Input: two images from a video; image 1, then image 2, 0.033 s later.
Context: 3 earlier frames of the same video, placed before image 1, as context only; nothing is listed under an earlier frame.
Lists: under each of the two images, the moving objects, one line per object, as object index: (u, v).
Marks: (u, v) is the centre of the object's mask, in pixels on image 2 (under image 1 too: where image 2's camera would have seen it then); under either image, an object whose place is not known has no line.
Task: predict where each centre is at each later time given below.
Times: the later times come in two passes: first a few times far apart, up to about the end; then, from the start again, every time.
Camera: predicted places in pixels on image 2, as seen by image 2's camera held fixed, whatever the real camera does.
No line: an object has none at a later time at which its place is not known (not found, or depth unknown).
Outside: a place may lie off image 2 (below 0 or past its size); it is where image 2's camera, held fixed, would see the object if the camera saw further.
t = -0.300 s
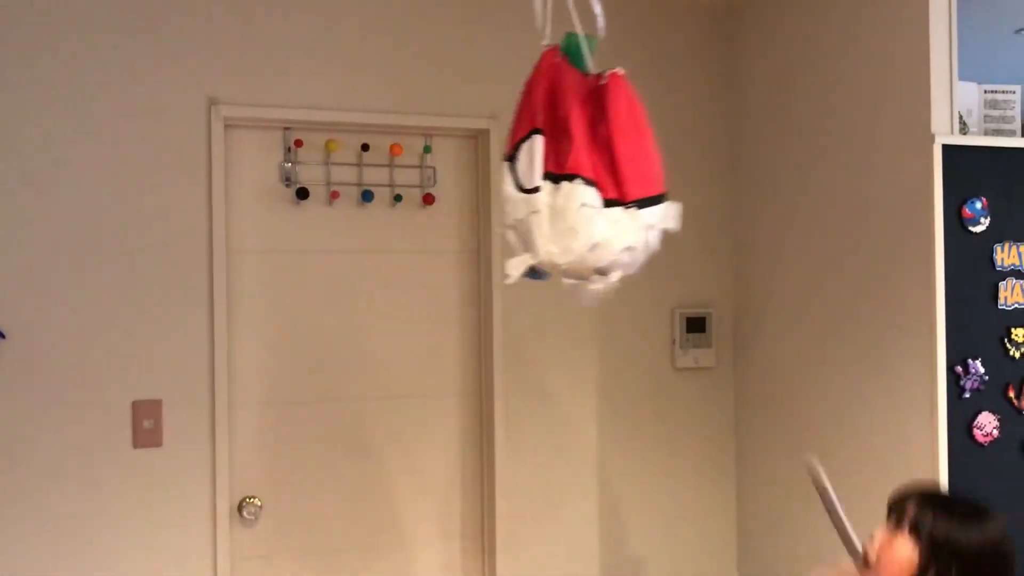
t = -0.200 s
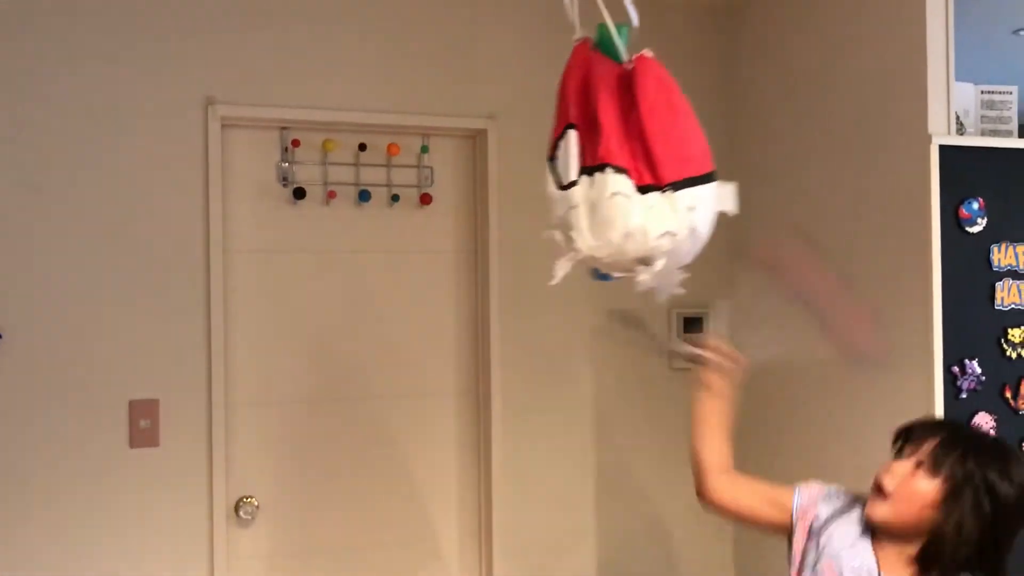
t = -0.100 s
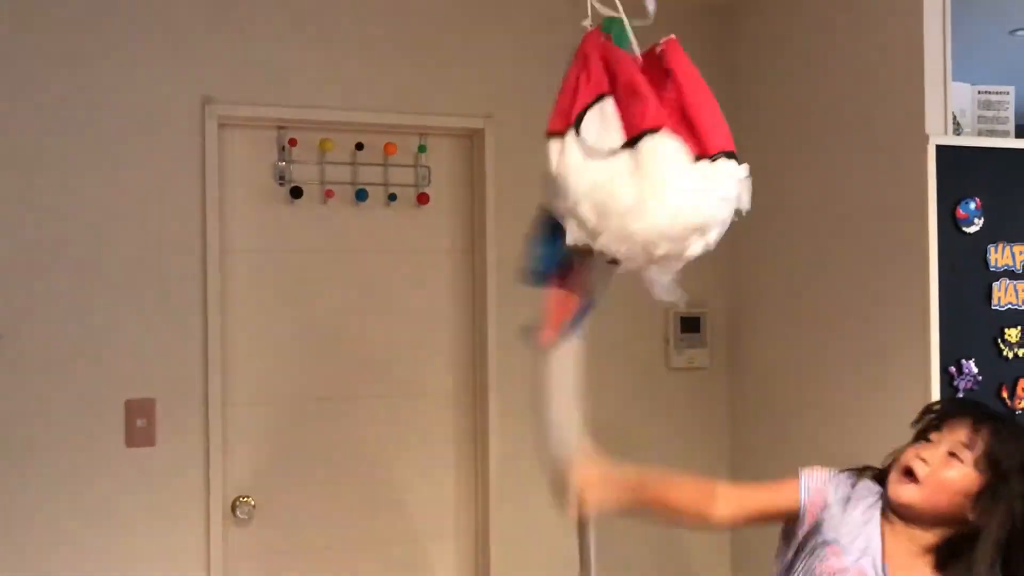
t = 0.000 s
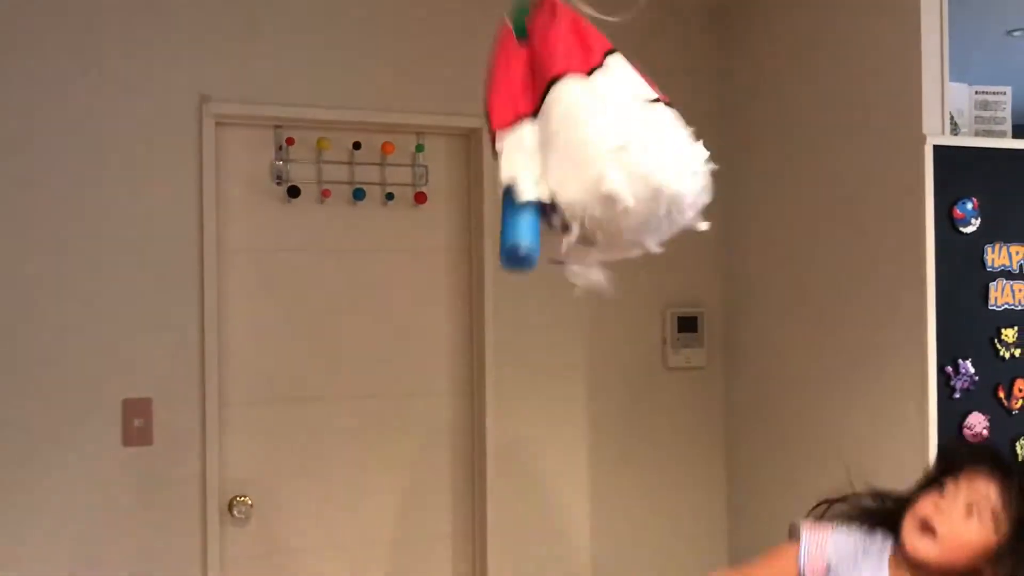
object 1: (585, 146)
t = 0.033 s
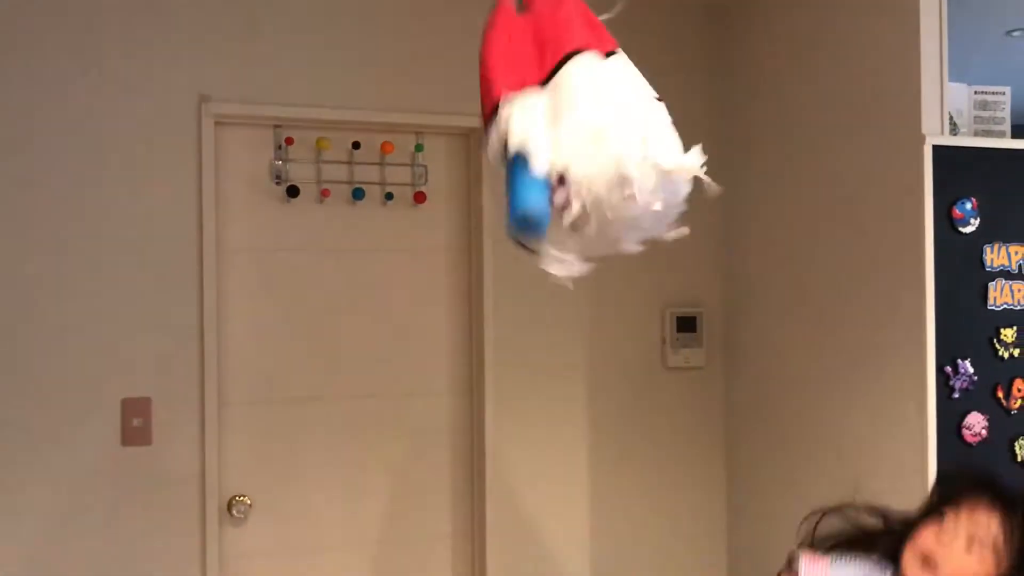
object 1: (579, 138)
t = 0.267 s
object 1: (465, 107)
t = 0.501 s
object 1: (385, 119)
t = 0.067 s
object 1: (568, 135)
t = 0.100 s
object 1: (559, 129)
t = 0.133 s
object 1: (537, 125)
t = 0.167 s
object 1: (516, 116)
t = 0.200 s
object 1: (501, 110)
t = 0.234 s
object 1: (483, 107)
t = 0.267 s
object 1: (465, 107)
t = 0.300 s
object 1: (442, 96)
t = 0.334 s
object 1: (430, 110)
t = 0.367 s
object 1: (411, 114)
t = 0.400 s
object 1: (399, 112)
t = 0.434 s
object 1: (397, 105)
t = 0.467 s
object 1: (380, 113)
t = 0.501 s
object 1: (385, 119)
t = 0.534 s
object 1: (379, 124)
